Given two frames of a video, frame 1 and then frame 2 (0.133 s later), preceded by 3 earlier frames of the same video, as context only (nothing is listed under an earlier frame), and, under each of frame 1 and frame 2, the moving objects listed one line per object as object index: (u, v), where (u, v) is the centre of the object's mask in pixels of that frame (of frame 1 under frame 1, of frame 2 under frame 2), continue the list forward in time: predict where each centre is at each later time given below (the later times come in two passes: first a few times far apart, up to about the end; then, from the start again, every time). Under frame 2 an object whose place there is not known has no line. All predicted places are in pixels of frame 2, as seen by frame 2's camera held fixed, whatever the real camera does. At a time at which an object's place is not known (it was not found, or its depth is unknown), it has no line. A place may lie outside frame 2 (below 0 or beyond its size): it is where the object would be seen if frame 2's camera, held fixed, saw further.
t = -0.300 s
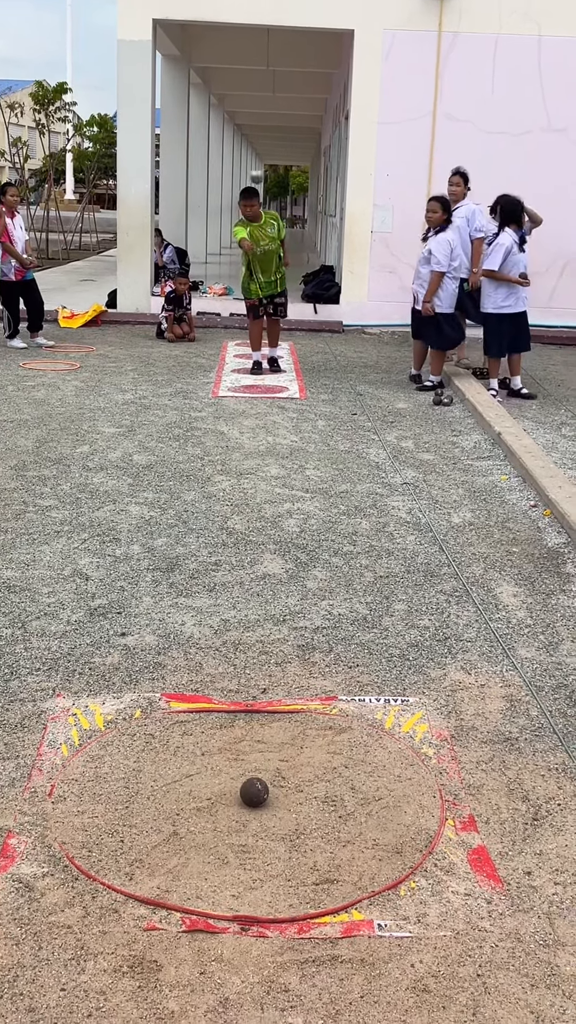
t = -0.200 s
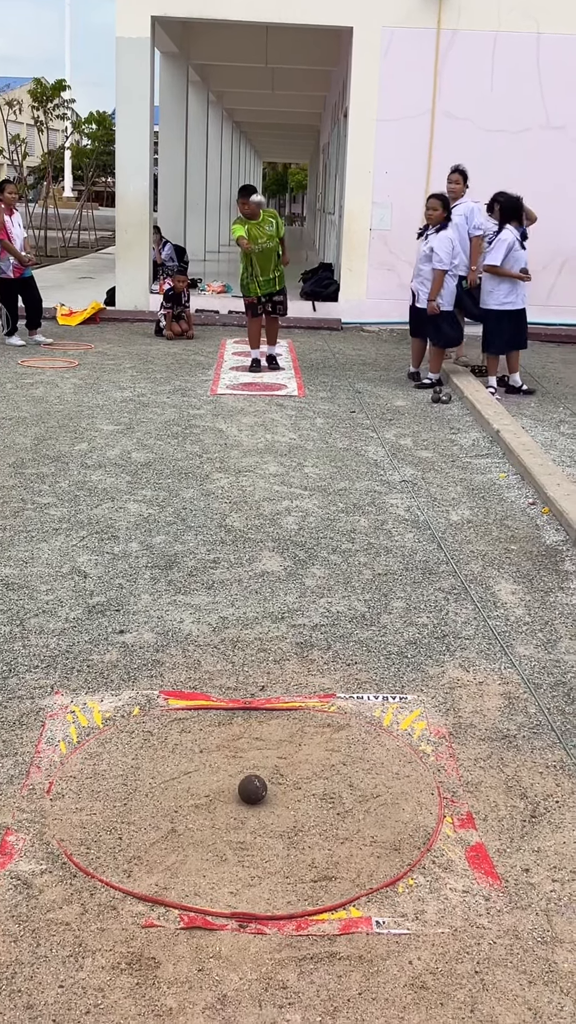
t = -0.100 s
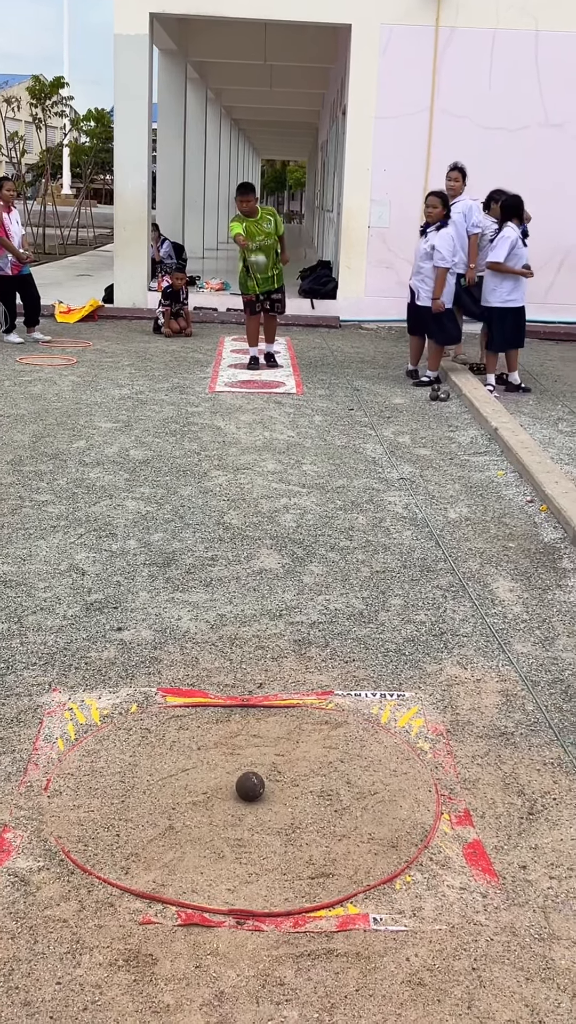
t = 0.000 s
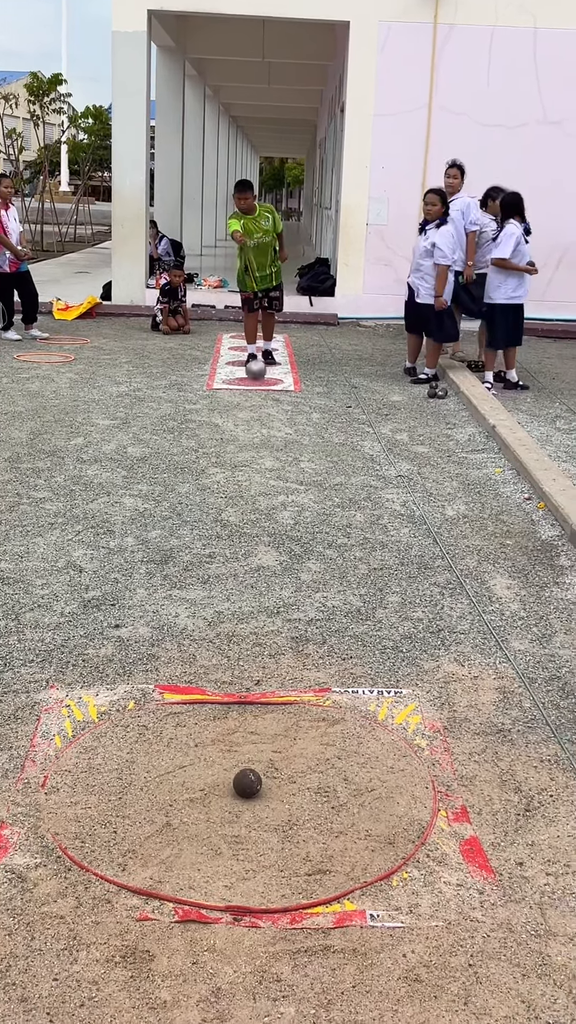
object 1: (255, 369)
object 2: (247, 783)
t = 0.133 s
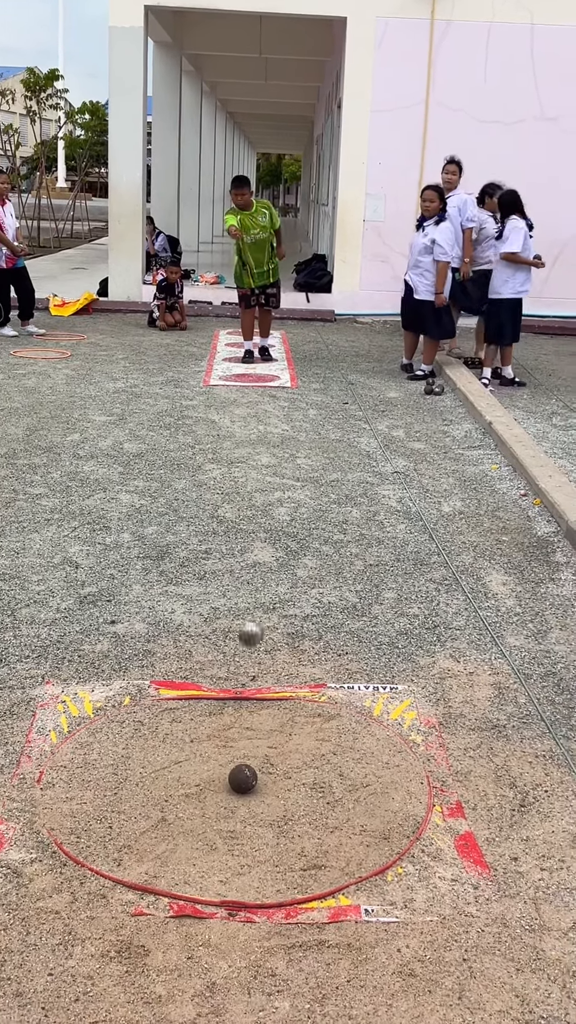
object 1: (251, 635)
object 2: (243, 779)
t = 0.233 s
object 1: (281, 799)
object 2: (236, 805)
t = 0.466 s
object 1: (379, 856)
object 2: (196, 1028)
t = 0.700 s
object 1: (464, 892)
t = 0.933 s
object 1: (527, 919)
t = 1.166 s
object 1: (569, 940)
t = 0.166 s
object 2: (243, 779)
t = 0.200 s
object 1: (263, 771)
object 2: (239, 790)
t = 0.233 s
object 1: (281, 799)
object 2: (236, 805)
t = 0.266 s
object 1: (297, 812)
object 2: (232, 827)
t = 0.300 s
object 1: (312, 824)
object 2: (227, 856)
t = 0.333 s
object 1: (325, 830)
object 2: (222, 891)
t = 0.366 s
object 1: (340, 839)
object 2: (215, 929)
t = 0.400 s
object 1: (353, 846)
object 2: (209, 964)
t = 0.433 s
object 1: (366, 852)
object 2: (202, 1008)
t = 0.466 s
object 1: (379, 856)
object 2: (196, 1028)
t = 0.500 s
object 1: (392, 863)
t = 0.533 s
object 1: (405, 869)
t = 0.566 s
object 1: (418, 874)
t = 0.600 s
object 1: (431, 879)
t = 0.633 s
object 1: (443, 884)
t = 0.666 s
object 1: (454, 890)
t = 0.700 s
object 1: (464, 892)
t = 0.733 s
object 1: (475, 896)
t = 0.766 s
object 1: (486, 900)
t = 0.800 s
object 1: (495, 902)
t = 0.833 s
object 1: (504, 905)
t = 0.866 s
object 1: (513, 911)
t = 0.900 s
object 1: (520, 915)
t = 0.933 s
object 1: (527, 919)
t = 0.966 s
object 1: (533, 923)
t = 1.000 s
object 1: (540, 926)
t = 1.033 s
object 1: (546, 931)
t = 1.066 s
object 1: (552, 934)
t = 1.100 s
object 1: (557, 937)
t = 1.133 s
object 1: (563, 938)
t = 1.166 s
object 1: (569, 940)
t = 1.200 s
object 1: (572, 942)
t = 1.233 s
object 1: (575, 945)
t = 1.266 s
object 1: (578, 947)
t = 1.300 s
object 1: (581, 949)
